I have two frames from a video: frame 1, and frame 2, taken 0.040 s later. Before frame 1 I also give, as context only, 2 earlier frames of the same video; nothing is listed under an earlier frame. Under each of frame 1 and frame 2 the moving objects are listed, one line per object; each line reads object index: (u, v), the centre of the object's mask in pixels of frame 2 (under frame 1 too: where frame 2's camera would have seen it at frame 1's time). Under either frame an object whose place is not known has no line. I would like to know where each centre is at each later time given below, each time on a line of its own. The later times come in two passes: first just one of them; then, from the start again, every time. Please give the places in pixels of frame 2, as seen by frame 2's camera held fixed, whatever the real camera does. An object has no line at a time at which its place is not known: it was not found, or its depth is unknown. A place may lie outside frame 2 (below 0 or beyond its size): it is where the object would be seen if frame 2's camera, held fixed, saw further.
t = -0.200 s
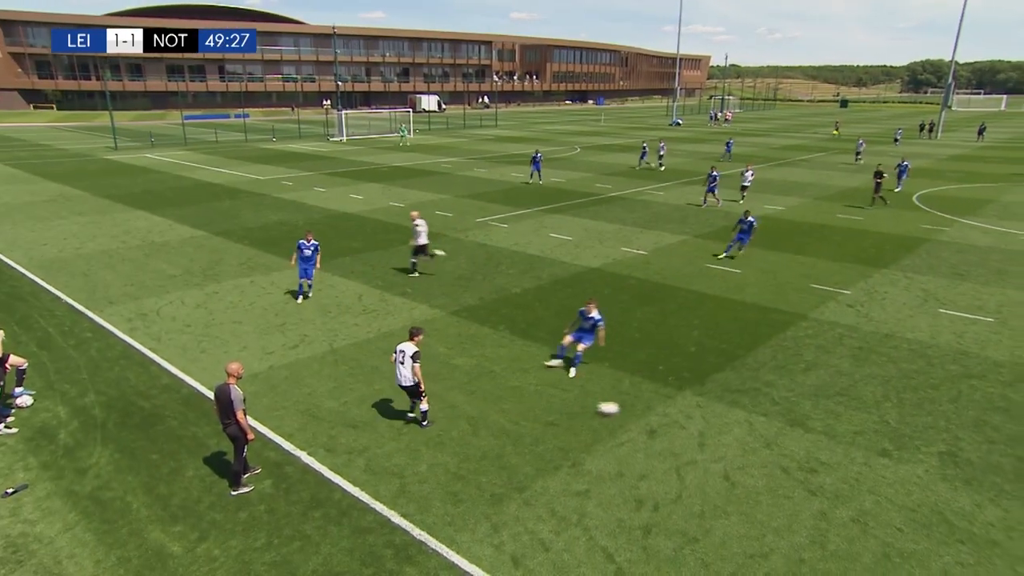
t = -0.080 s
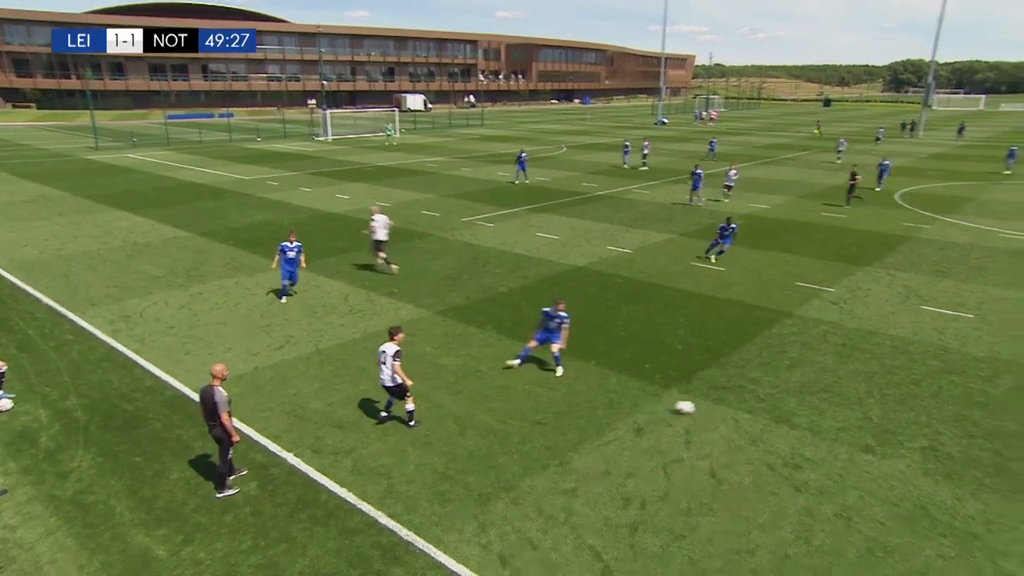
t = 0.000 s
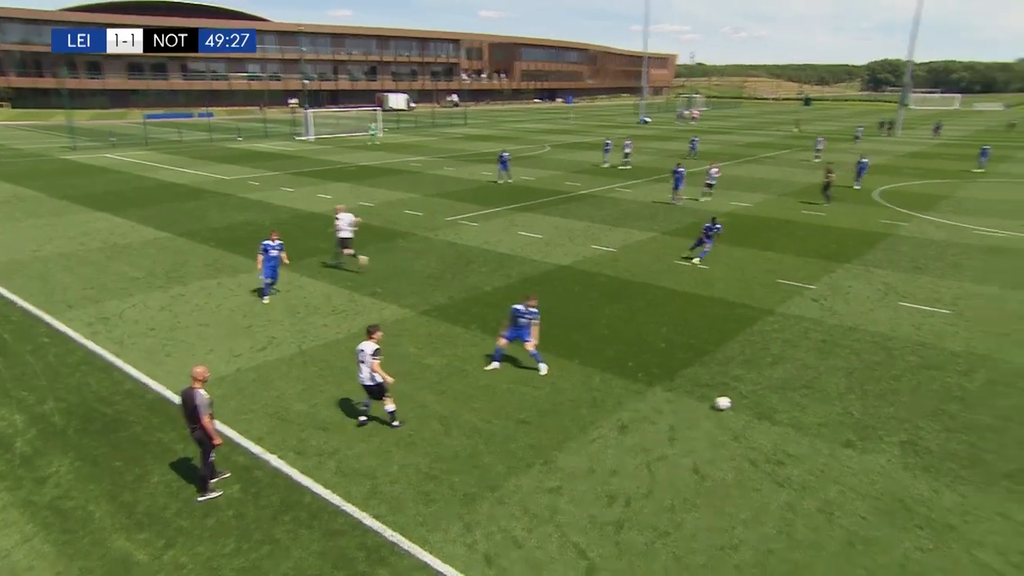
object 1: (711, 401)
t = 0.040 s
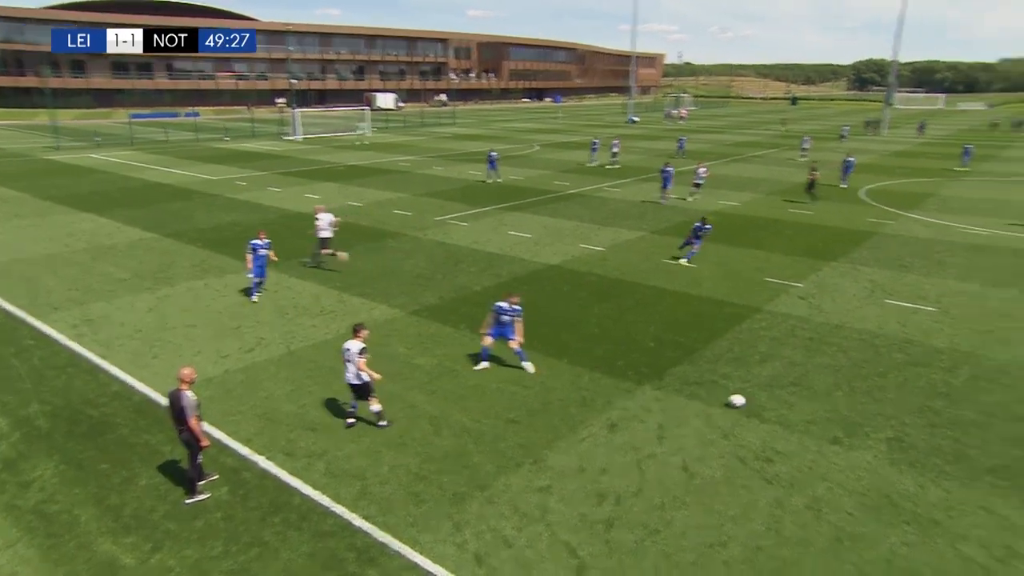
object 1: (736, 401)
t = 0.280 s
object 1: (876, 398)
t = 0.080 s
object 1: (762, 400)
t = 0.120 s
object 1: (786, 400)
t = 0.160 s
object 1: (809, 399)
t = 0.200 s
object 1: (832, 399)
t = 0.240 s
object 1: (854, 399)
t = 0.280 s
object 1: (876, 398)
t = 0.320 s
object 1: (896, 398)
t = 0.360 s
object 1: (916, 398)
